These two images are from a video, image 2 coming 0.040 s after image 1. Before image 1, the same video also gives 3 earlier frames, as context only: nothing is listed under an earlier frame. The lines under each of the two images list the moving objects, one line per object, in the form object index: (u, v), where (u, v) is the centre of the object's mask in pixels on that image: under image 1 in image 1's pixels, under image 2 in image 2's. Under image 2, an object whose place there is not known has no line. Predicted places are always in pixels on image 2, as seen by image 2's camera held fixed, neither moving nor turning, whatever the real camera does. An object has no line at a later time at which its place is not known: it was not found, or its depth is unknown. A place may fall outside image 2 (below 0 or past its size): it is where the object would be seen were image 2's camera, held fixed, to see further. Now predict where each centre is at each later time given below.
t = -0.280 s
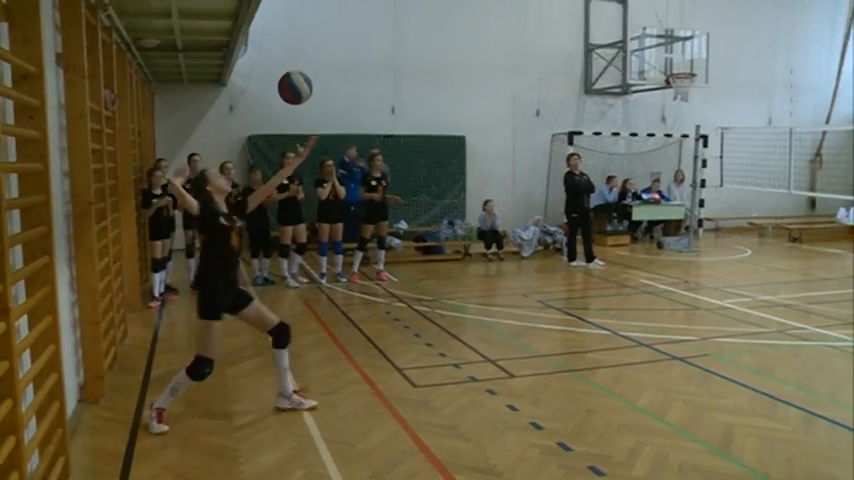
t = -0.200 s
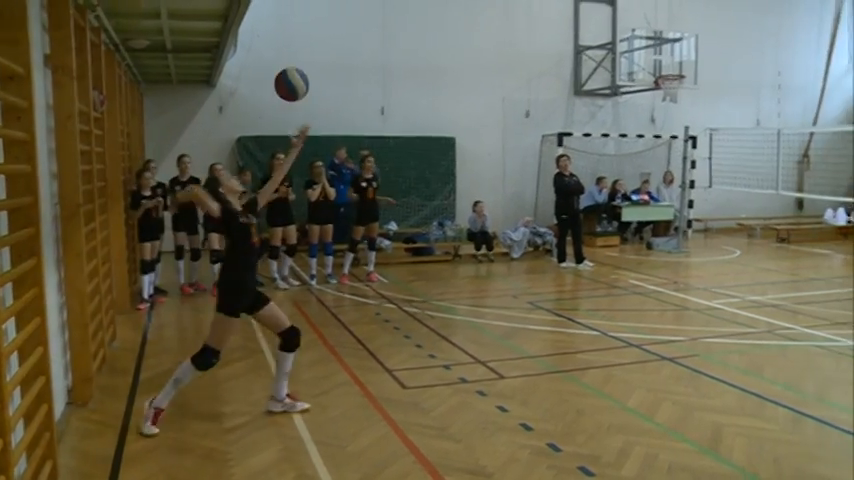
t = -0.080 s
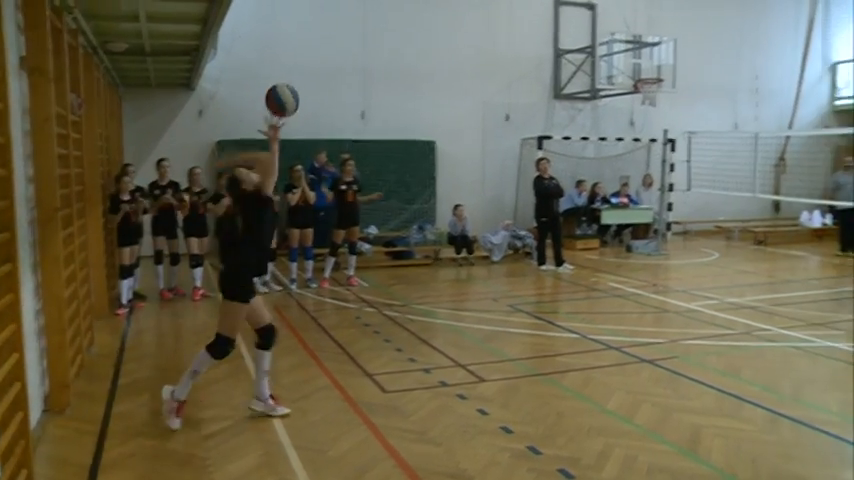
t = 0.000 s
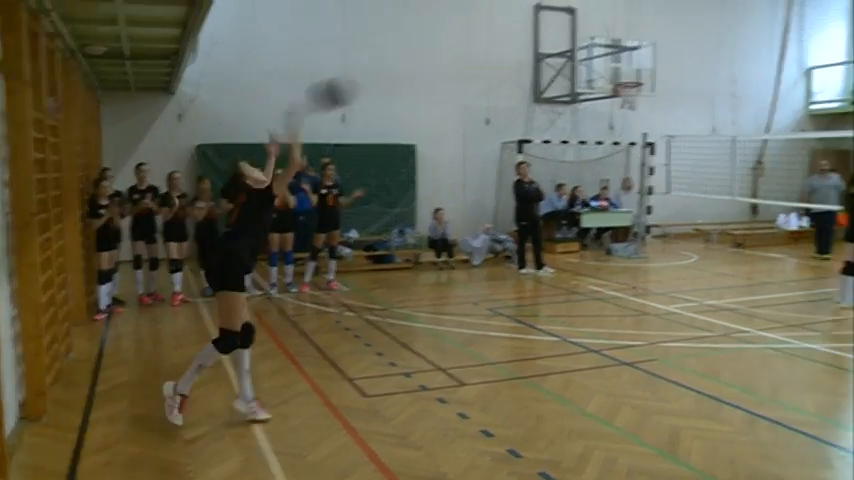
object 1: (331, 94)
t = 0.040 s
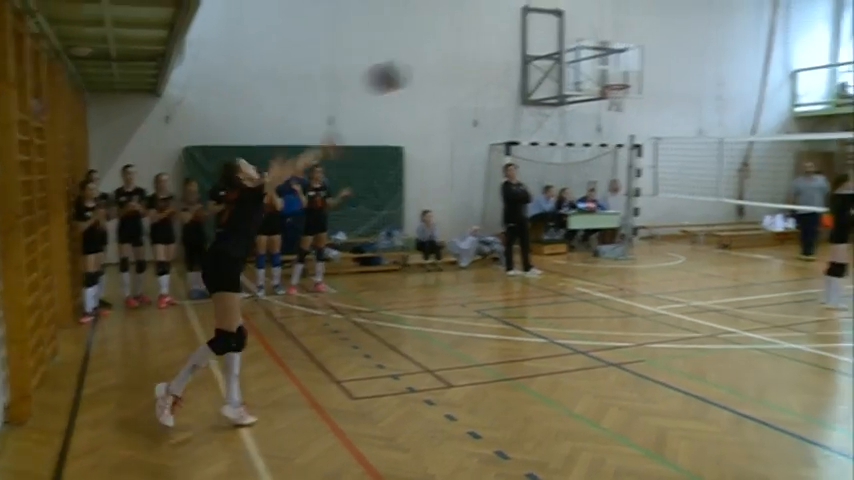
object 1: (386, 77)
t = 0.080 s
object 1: (448, 62)
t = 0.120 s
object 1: (510, 48)
